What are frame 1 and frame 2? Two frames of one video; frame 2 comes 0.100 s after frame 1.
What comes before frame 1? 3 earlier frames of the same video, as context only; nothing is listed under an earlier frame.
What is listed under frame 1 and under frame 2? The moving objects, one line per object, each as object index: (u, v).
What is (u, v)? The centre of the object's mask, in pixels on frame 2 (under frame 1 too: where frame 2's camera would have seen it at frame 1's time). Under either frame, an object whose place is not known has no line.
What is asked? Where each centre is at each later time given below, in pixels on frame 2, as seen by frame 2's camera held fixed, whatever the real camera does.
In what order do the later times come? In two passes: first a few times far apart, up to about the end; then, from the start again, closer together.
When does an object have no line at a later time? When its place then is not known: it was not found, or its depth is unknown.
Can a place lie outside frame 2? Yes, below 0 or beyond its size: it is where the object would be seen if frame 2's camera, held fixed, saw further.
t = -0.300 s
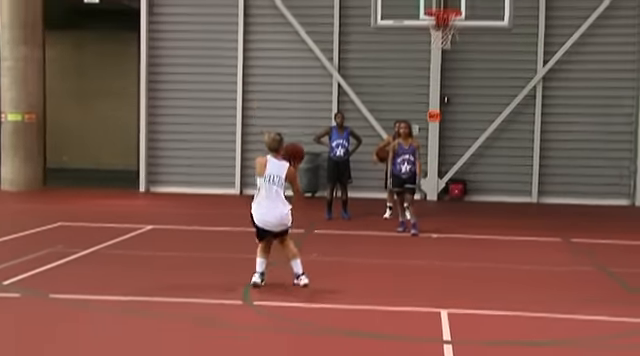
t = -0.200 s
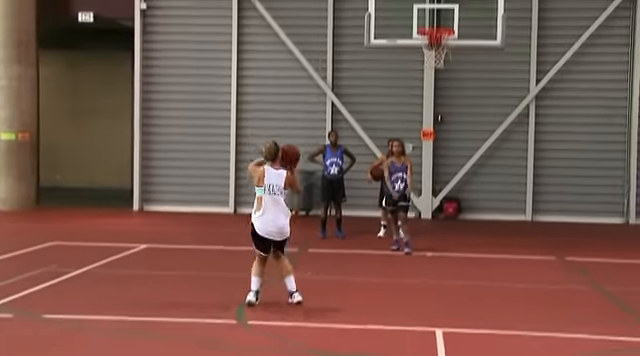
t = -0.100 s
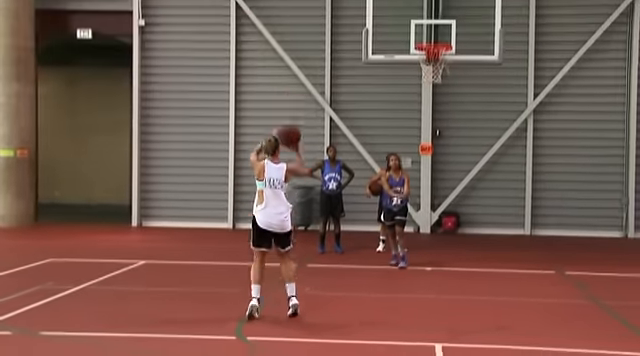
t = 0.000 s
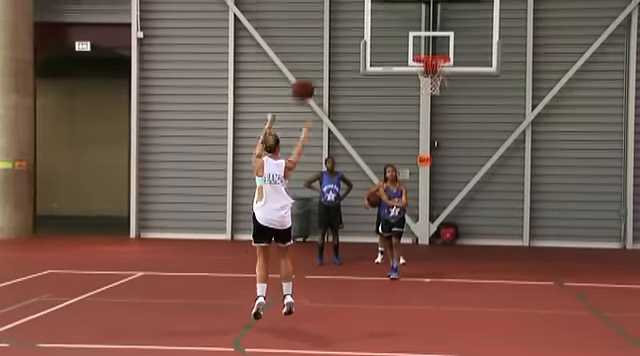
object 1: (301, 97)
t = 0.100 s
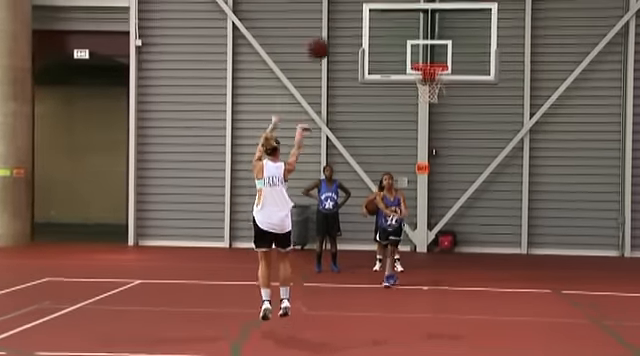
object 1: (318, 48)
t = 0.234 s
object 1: (338, 1)
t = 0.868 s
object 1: (414, 4)
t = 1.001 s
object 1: (427, 44)
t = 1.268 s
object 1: (435, 91)
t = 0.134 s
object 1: (323, 36)
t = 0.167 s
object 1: (329, 22)
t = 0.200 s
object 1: (334, 12)
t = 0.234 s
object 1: (338, 1)
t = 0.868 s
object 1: (414, 4)
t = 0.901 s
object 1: (418, 13)
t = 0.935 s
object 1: (421, 21)
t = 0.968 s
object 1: (425, 33)
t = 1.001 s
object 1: (427, 44)
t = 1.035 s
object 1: (429, 54)
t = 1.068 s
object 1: (433, 64)
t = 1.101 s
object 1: (437, 79)
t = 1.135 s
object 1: (439, 85)
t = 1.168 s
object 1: (437, 91)
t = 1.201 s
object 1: (435, 88)
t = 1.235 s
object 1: (435, 87)
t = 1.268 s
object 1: (435, 91)
